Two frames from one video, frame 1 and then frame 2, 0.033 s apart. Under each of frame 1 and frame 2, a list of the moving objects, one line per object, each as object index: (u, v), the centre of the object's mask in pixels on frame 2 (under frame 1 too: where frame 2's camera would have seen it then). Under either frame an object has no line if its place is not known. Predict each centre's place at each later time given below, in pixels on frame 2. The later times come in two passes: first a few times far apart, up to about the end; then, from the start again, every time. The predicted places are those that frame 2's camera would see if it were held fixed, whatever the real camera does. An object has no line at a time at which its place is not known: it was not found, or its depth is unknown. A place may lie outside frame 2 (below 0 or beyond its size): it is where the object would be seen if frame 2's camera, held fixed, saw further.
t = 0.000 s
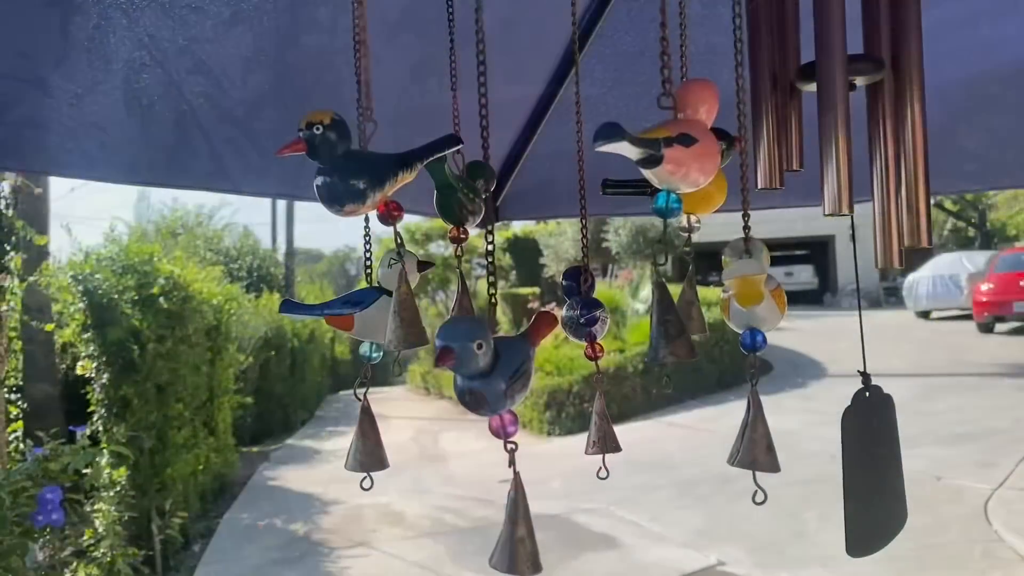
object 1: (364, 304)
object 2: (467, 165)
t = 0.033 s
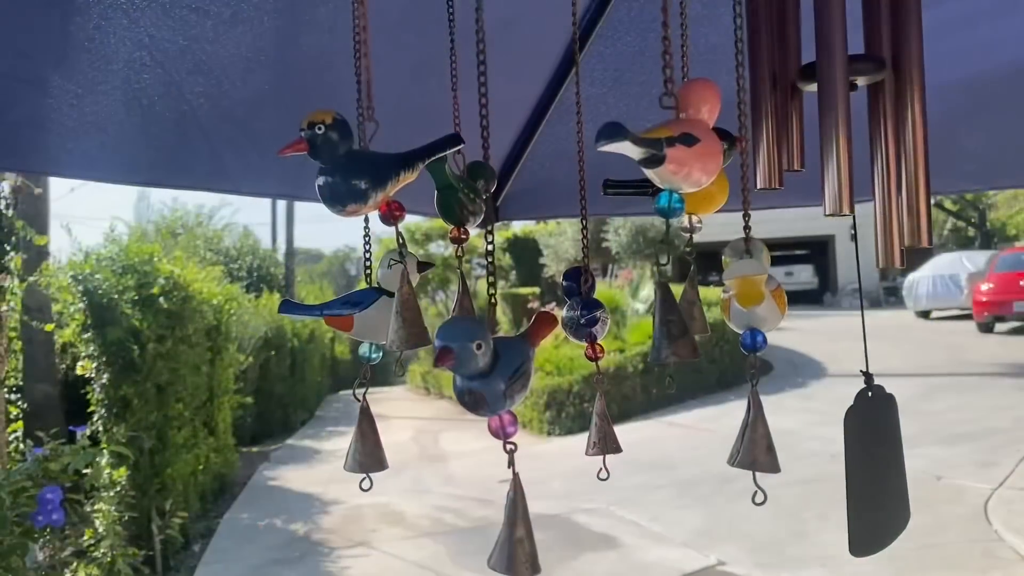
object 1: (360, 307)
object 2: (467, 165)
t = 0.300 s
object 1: (353, 310)
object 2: (461, 177)
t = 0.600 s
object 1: (364, 301)
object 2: (463, 164)
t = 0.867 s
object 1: (361, 306)
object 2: (466, 164)
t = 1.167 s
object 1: (362, 307)
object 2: (459, 169)
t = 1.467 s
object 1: (364, 301)
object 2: (452, 170)
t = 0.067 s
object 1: (363, 305)
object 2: (468, 164)
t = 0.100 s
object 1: (363, 305)
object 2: (468, 164)
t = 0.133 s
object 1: (360, 307)
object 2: (468, 164)
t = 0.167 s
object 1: (359, 307)
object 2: (467, 163)
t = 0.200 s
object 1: (358, 307)
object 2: (466, 164)
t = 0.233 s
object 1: (357, 307)
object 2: (467, 170)
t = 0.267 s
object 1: (356, 307)
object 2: (464, 164)
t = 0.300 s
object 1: (353, 310)
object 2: (461, 177)
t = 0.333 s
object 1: (348, 313)
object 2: (455, 171)
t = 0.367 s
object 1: (348, 311)
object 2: (461, 166)
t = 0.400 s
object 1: (348, 310)
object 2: (461, 166)
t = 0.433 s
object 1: (345, 314)
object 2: (454, 172)
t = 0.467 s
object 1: (359, 302)
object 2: (462, 166)
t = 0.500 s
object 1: (361, 301)
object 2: (462, 165)
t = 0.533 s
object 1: (363, 301)
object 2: (463, 165)
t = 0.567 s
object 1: (363, 301)
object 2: (463, 165)
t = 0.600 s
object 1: (364, 301)
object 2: (463, 164)
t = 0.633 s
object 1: (364, 301)
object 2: (463, 165)
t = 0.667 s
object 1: (362, 301)
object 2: (463, 165)
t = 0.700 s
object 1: (362, 301)
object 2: (454, 171)
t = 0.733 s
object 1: (361, 302)
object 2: (454, 170)
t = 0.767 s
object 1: (361, 302)
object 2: (455, 170)
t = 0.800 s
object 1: (361, 303)
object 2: (456, 170)
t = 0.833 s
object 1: (361, 304)
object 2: (466, 164)
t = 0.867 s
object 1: (361, 306)
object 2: (466, 164)
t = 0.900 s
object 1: (358, 307)
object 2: (457, 170)
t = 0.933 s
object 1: (359, 307)
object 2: (458, 170)
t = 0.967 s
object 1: (359, 307)
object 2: (458, 170)
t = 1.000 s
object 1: (361, 307)
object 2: (459, 169)
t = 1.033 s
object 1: (362, 307)
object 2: (459, 169)
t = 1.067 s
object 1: (362, 307)
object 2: (469, 163)
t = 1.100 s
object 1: (363, 307)
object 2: (460, 169)
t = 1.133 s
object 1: (362, 307)
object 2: (460, 169)
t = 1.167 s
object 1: (362, 307)
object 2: (459, 169)
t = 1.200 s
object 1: (361, 307)
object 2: (459, 168)
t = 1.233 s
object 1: (365, 303)
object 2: (458, 168)
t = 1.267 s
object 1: (366, 303)
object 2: (458, 168)
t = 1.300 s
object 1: (366, 302)
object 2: (457, 169)
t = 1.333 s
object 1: (365, 303)
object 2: (456, 170)
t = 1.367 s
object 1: (365, 302)
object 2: (455, 170)
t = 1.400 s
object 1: (366, 301)
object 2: (453, 171)
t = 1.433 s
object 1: (365, 301)
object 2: (453, 170)
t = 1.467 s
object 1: (364, 301)
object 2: (452, 170)
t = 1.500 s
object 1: (363, 301)
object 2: (452, 170)
